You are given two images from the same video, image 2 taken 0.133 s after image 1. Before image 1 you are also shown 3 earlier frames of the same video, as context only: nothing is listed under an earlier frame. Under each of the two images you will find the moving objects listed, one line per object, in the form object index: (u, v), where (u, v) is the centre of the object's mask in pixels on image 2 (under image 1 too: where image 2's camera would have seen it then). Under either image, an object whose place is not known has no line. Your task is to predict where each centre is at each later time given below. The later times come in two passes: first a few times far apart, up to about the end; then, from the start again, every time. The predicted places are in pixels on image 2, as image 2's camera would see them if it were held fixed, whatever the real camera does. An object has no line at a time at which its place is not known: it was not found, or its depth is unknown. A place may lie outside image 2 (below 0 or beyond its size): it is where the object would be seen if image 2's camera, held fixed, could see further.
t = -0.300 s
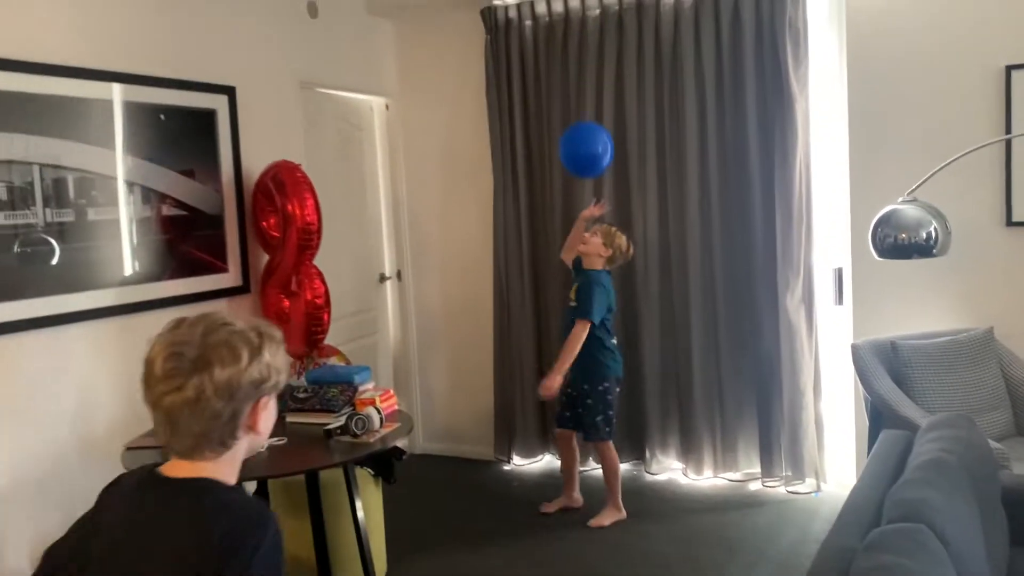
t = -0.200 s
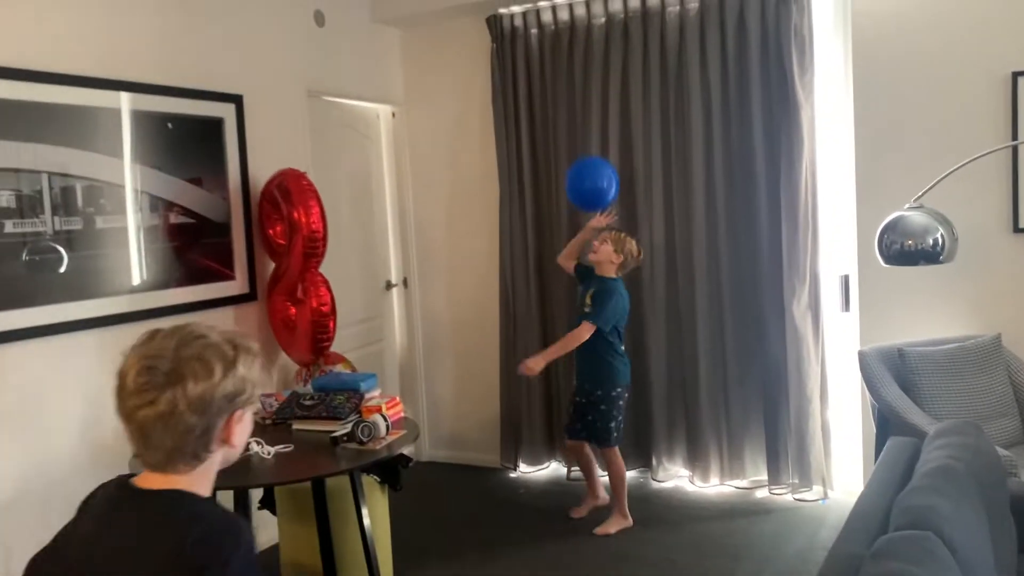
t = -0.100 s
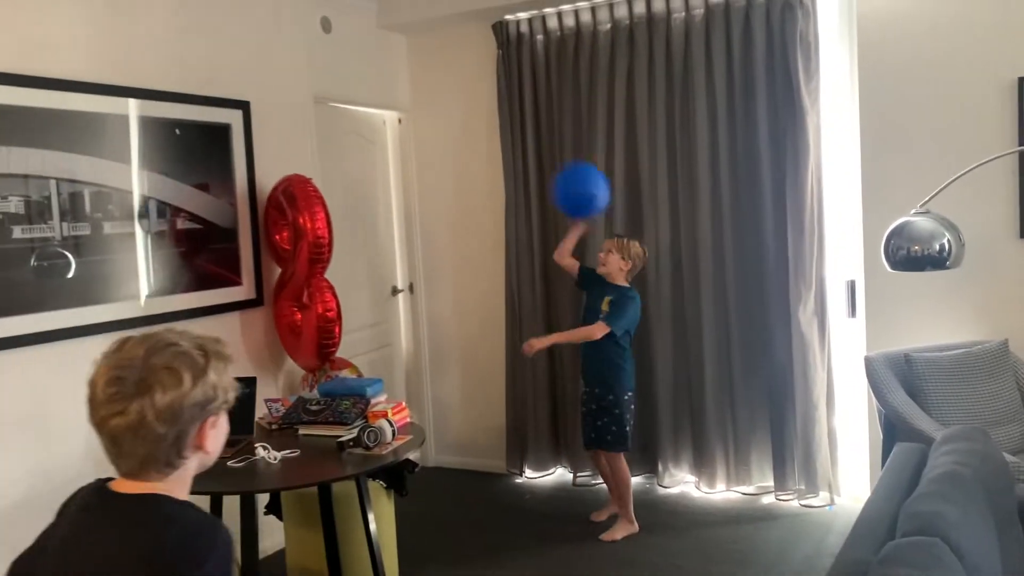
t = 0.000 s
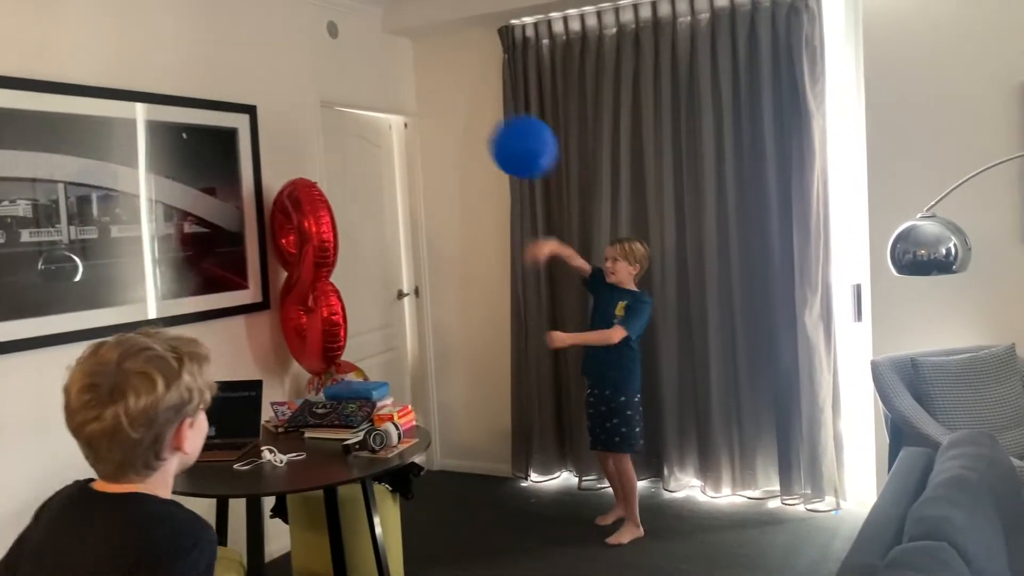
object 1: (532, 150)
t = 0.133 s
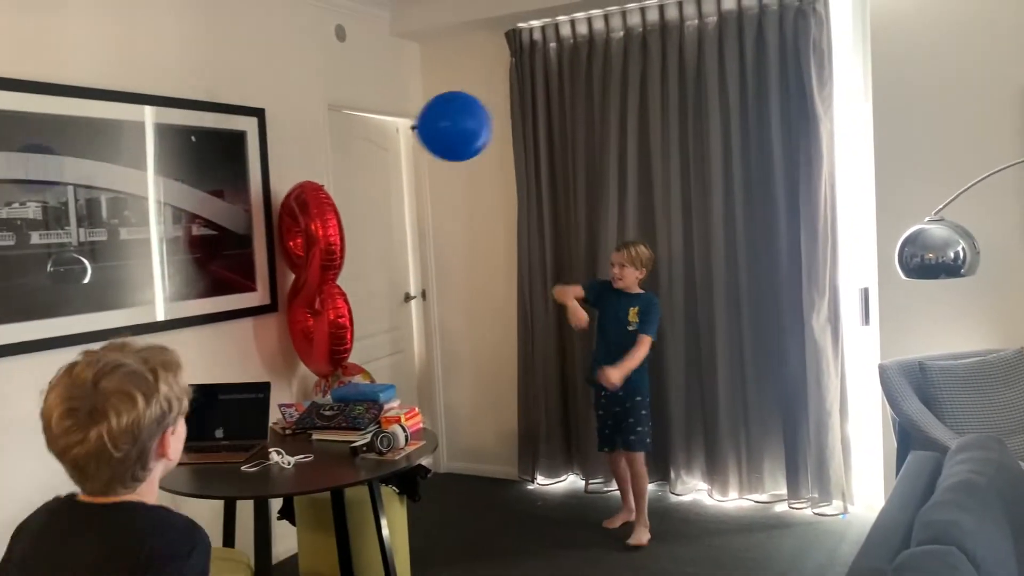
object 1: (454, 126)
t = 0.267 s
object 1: (411, 148)
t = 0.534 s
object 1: (361, 186)
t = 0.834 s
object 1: (332, 255)
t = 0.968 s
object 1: (324, 296)
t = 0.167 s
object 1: (440, 131)
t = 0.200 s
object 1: (429, 137)
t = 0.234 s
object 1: (419, 143)
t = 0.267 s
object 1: (411, 148)
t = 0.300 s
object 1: (404, 153)
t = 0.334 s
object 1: (397, 157)
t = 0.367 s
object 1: (390, 161)
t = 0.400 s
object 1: (383, 165)
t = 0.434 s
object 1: (377, 170)
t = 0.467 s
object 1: (372, 175)
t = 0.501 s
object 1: (366, 180)
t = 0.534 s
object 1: (361, 186)
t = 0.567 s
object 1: (357, 192)
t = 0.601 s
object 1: (353, 199)
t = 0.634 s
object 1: (350, 206)
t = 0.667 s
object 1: (346, 213)
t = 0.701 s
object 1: (343, 221)
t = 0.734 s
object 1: (340, 229)
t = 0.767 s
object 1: (337, 237)
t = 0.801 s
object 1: (334, 246)
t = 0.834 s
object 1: (332, 255)
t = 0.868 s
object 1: (330, 265)
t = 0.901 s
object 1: (328, 275)
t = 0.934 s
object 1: (326, 285)
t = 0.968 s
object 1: (324, 296)
